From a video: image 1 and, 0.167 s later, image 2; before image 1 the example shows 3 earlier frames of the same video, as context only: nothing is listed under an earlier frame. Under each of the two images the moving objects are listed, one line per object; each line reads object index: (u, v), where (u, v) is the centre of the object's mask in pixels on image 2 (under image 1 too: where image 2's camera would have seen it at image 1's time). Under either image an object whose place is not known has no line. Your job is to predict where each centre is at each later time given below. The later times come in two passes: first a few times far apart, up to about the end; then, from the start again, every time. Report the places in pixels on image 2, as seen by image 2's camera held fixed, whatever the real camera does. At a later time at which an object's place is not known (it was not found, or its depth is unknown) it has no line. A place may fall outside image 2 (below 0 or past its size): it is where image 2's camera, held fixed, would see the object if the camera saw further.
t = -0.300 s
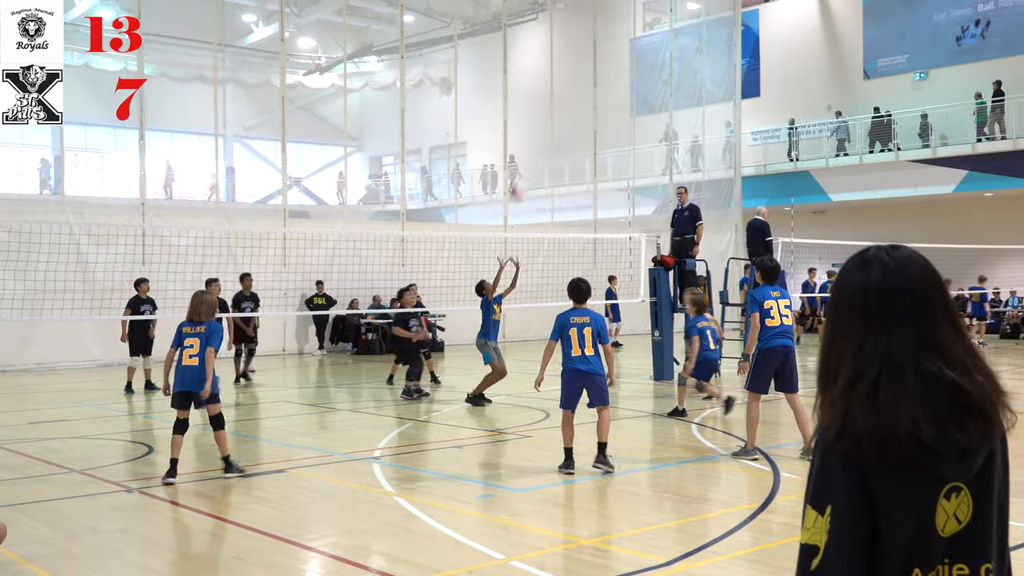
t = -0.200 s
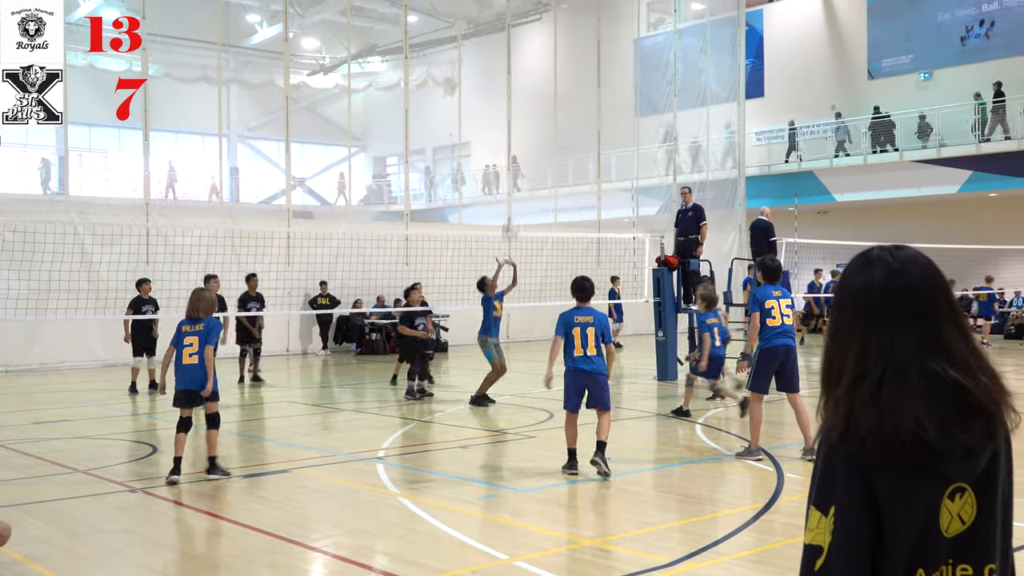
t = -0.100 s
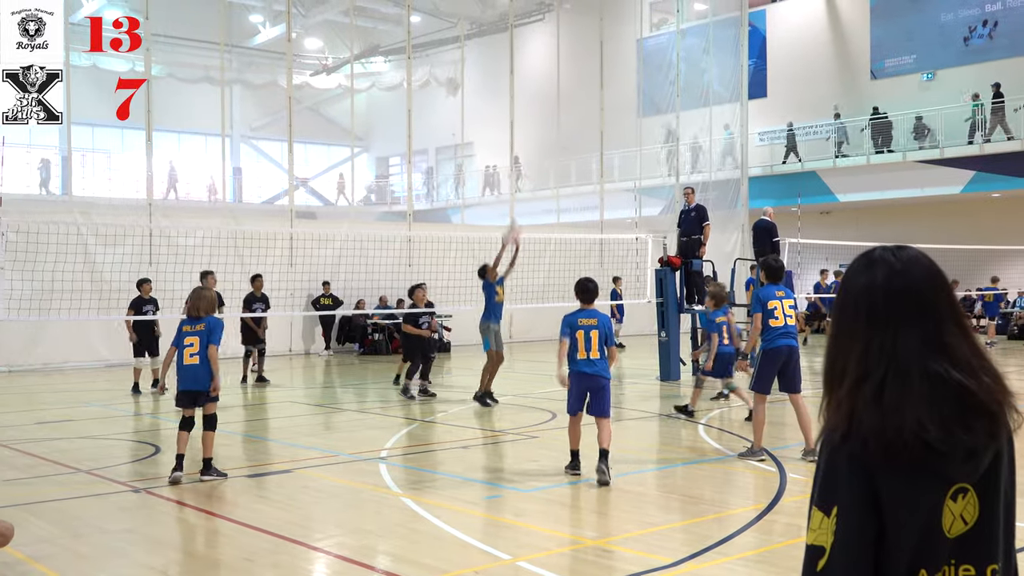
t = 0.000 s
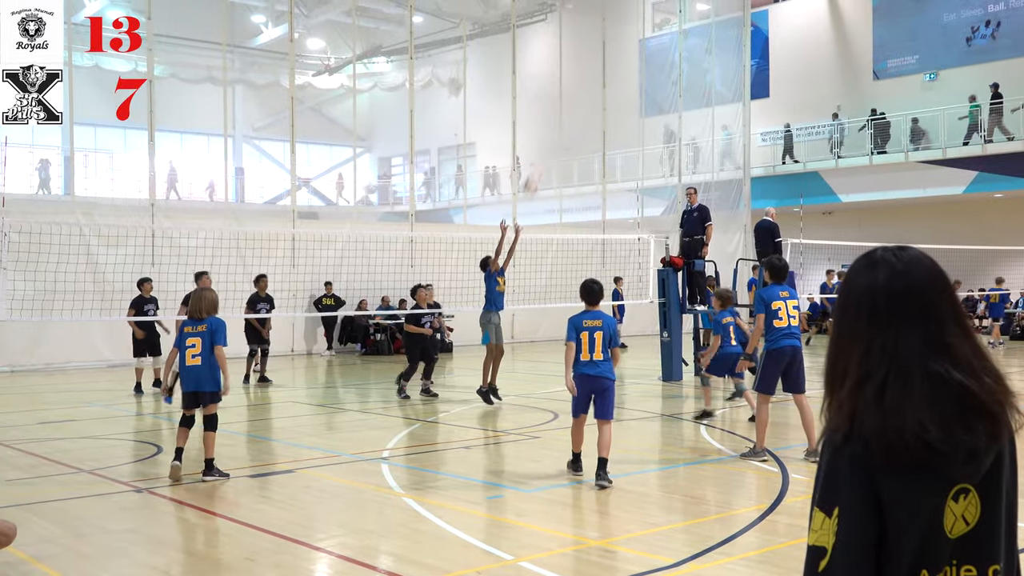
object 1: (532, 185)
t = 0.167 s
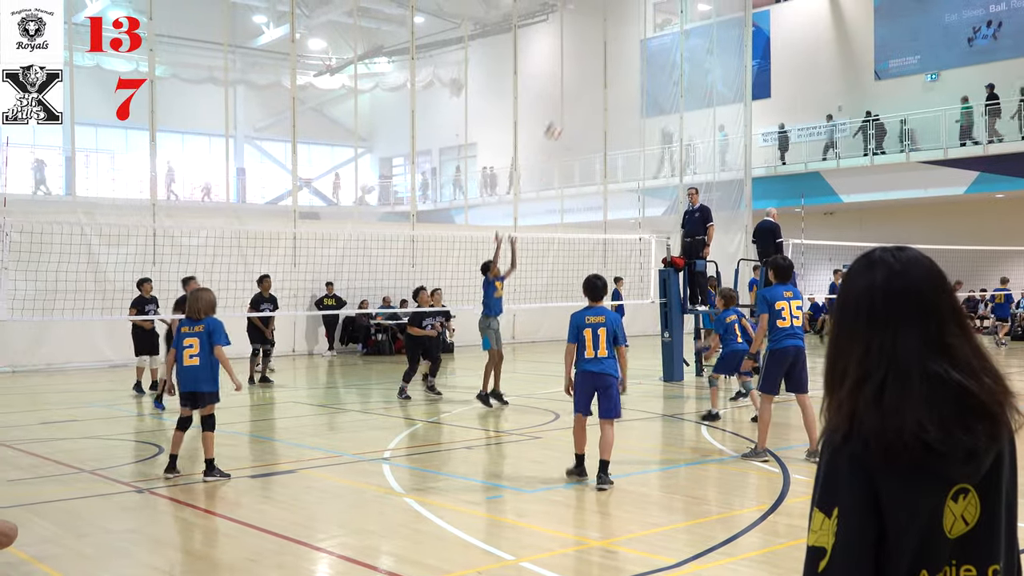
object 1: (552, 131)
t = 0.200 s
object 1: (558, 122)
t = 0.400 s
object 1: (587, 86)
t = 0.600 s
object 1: (616, 83)
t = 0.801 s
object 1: (646, 113)
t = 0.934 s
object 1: (668, 152)
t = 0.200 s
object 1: (558, 122)
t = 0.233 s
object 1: (563, 115)
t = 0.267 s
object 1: (568, 107)
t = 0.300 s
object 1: (573, 101)
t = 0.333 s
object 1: (578, 94)
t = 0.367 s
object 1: (582, 90)
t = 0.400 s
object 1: (587, 86)
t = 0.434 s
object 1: (592, 83)
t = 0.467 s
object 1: (597, 81)
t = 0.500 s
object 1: (601, 81)
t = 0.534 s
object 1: (606, 80)
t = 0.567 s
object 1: (611, 81)
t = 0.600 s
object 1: (616, 83)
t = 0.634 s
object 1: (621, 85)
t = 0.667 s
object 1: (626, 89)
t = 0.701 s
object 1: (631, 93)
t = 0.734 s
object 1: (636, 100)
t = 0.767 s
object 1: (641, 106)
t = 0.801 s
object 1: (646, 113)
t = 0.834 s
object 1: (651, 121)
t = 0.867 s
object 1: (657, 131)
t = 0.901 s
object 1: (662, 140)
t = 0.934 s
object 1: (668, 152)
